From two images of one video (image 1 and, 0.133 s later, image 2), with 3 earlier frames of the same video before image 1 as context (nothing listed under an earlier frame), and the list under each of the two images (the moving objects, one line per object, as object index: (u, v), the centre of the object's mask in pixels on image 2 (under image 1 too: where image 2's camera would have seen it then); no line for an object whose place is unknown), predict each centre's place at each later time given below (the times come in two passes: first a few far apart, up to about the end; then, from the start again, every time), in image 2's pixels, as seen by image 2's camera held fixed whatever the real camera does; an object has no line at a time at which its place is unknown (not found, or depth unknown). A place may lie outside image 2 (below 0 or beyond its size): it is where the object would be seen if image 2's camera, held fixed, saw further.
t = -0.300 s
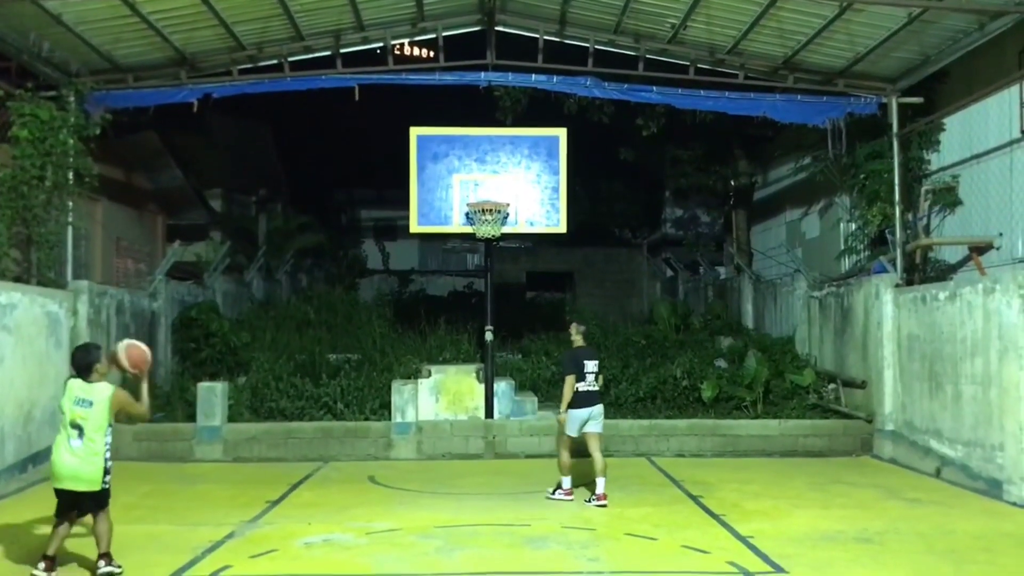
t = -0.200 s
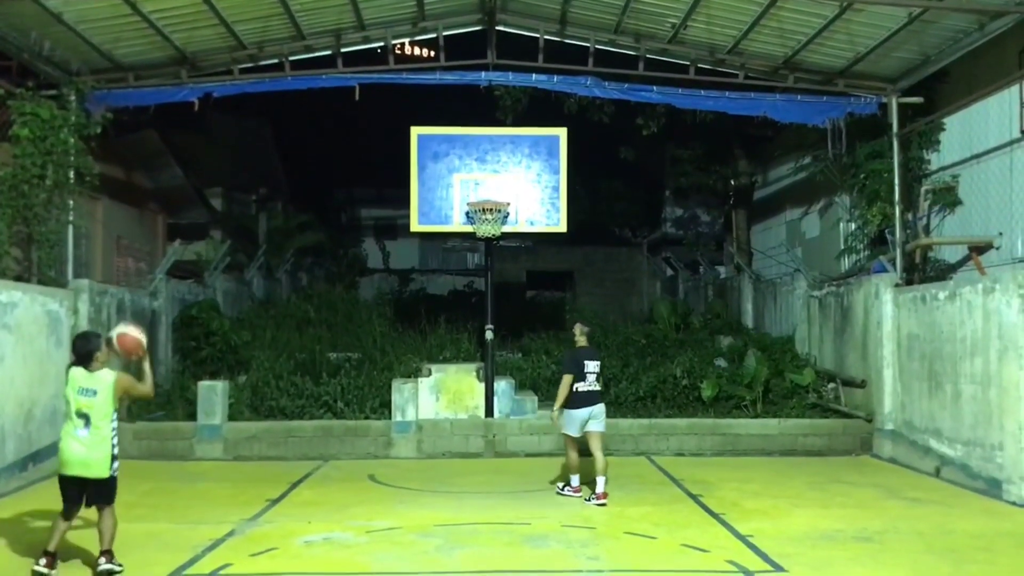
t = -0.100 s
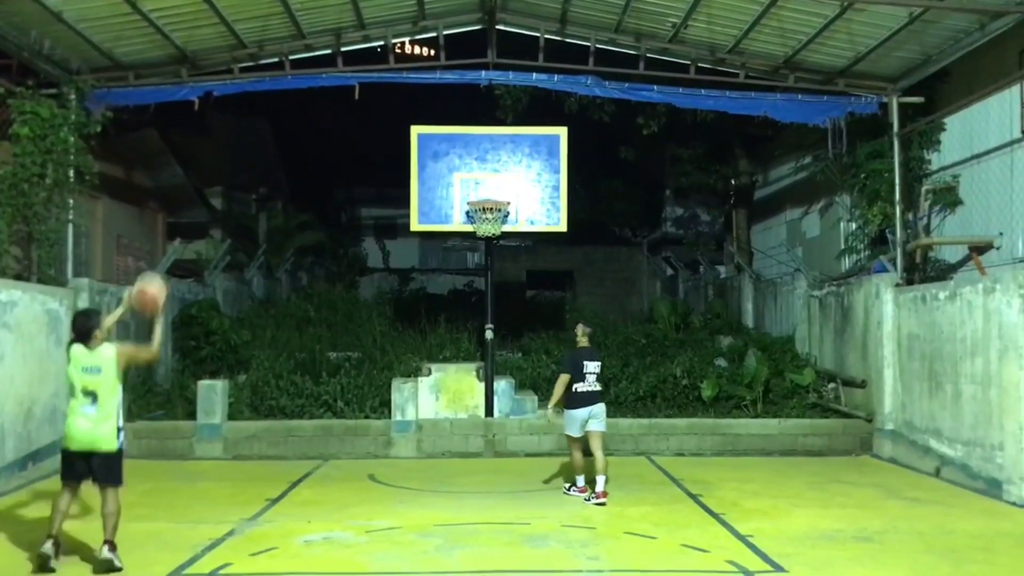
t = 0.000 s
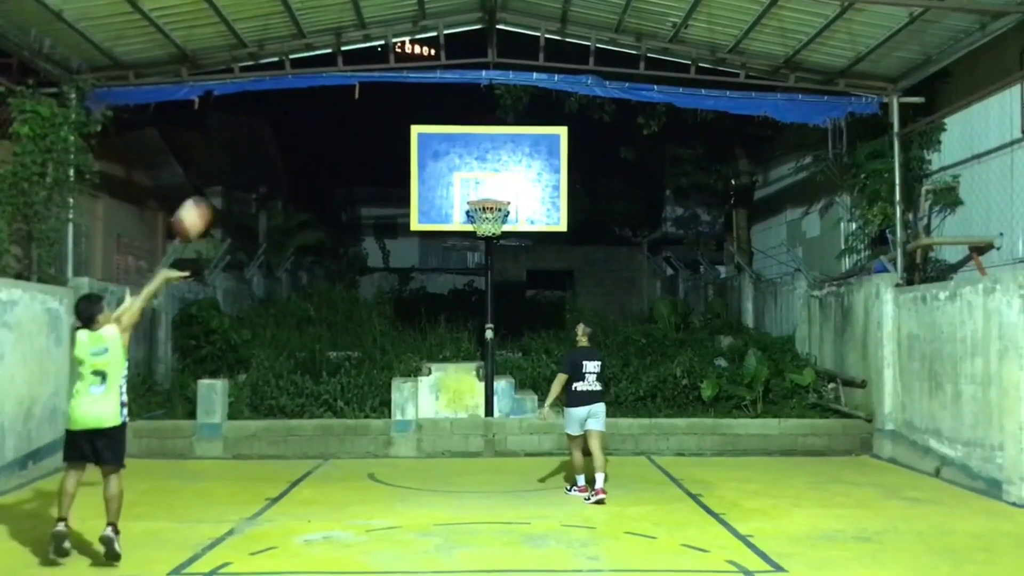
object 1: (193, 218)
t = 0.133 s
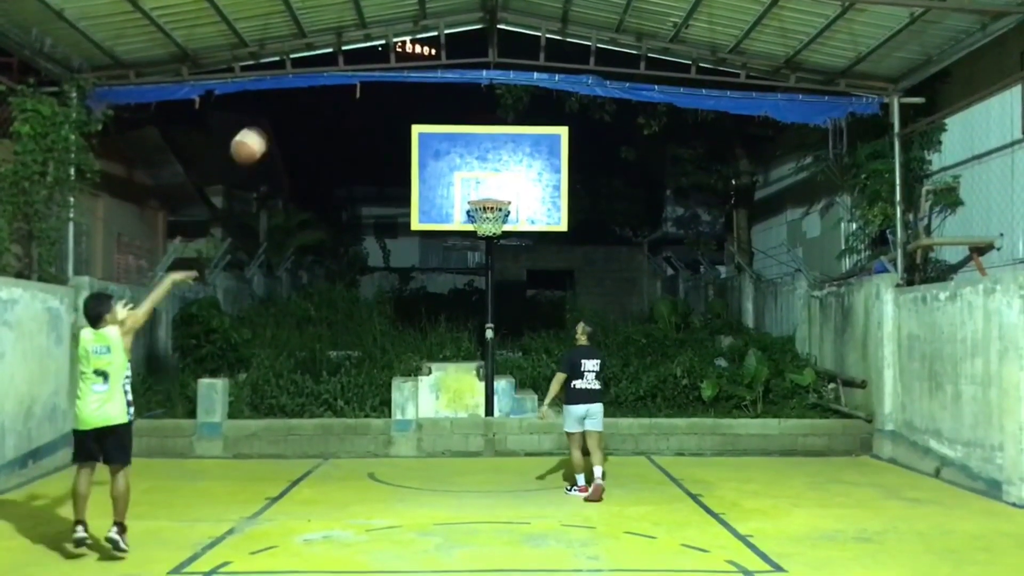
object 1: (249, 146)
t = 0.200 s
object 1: (275, 120)
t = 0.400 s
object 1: (342, 83)
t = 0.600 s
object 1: (397, 92)
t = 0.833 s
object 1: (449, 146)
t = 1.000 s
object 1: (487, 197)
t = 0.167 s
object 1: (261, 132)
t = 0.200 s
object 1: (275, 120)
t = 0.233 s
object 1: (287, 110)
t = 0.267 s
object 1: (298, 101)
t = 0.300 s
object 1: (309, 95)
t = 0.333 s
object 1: (320, 90)
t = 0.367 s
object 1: (331, 86)
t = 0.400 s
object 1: (342, 83)
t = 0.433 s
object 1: (352, 82)
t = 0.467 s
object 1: (361, 81)
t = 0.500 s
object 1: (370, 82)
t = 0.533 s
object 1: (380, 84)
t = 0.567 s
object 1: (388, 88)
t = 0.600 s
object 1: (397, 92)
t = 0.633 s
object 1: (405, 96)
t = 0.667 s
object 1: (413, 102)
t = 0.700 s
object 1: (421, 109)
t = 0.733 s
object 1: (427, 115)
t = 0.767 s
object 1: (435, 124)
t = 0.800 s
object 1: (443, 134)
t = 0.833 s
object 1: (449, 146)
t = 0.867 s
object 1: (457, 158)
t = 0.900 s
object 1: (464, 169)
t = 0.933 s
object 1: (469, 183)
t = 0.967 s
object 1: (476, 193)
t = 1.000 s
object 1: (487, 197)
